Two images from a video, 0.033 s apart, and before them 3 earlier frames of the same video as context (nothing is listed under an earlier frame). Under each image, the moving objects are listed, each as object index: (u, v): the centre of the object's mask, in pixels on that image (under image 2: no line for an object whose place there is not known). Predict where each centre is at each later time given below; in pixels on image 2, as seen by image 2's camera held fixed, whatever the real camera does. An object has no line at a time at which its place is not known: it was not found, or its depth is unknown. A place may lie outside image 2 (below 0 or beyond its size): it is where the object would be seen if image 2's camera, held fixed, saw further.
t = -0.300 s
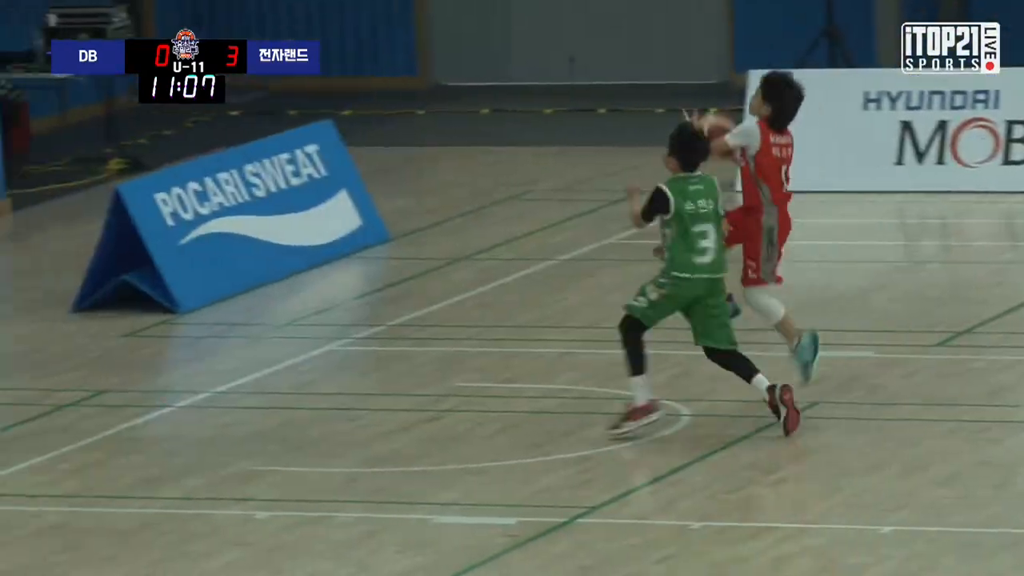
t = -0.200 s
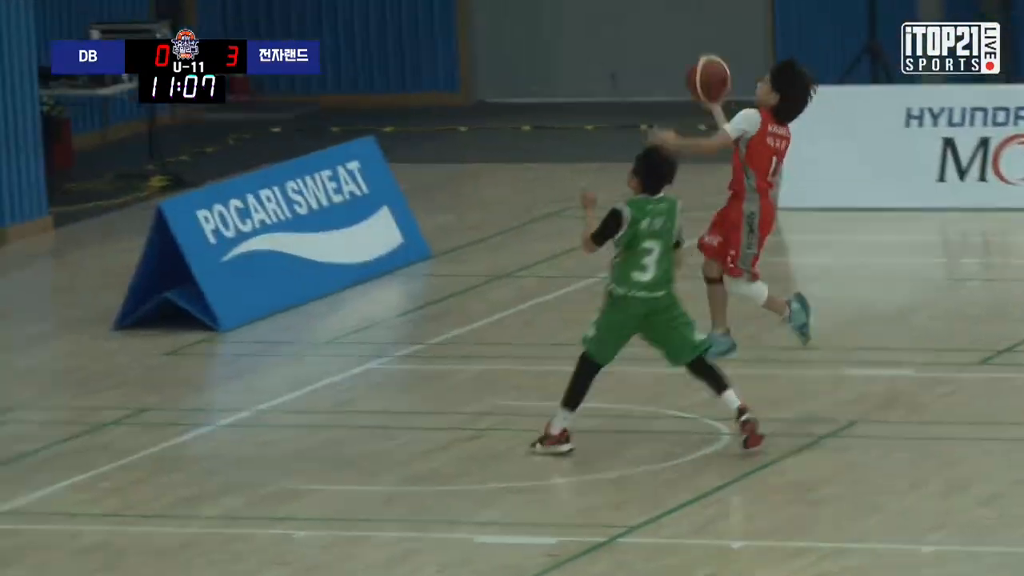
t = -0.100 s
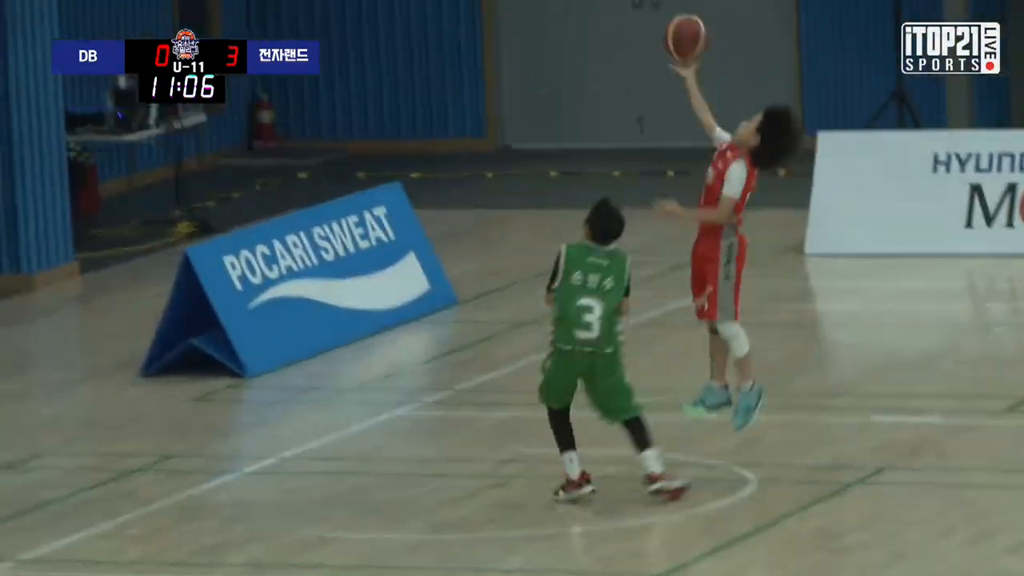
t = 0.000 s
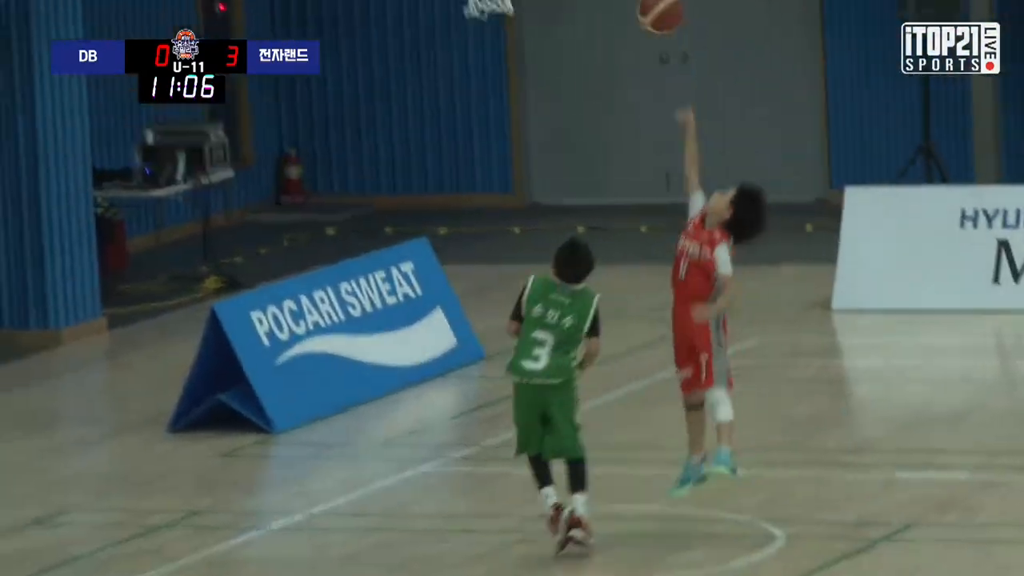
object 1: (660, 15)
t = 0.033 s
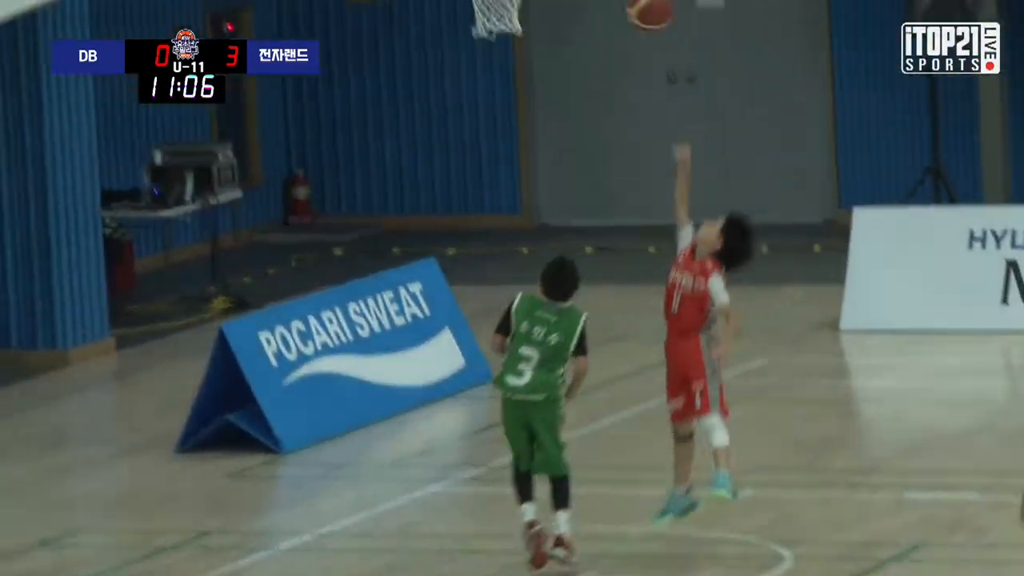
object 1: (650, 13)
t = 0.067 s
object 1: (632, -7)
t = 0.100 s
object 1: (615, -26)
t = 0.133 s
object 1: (597, -44)
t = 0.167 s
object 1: (579, -59)
